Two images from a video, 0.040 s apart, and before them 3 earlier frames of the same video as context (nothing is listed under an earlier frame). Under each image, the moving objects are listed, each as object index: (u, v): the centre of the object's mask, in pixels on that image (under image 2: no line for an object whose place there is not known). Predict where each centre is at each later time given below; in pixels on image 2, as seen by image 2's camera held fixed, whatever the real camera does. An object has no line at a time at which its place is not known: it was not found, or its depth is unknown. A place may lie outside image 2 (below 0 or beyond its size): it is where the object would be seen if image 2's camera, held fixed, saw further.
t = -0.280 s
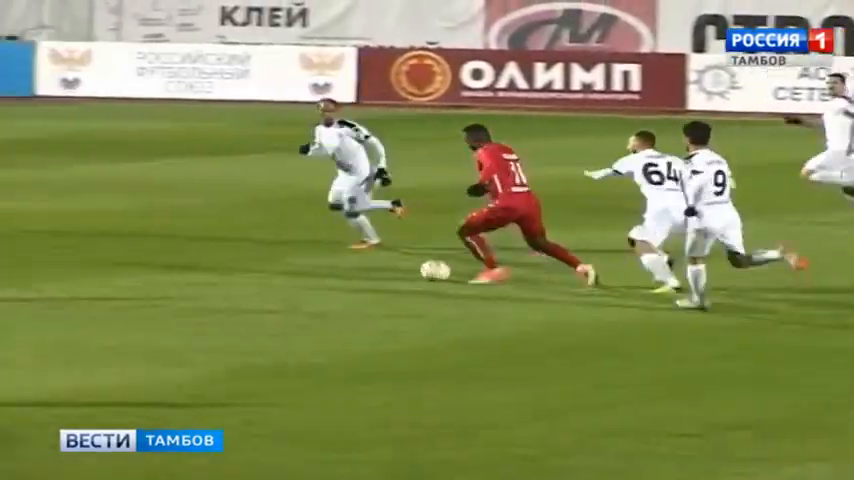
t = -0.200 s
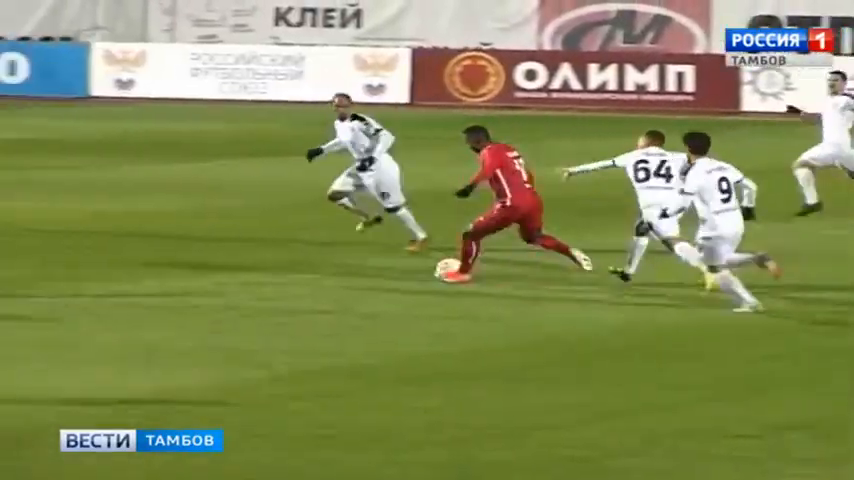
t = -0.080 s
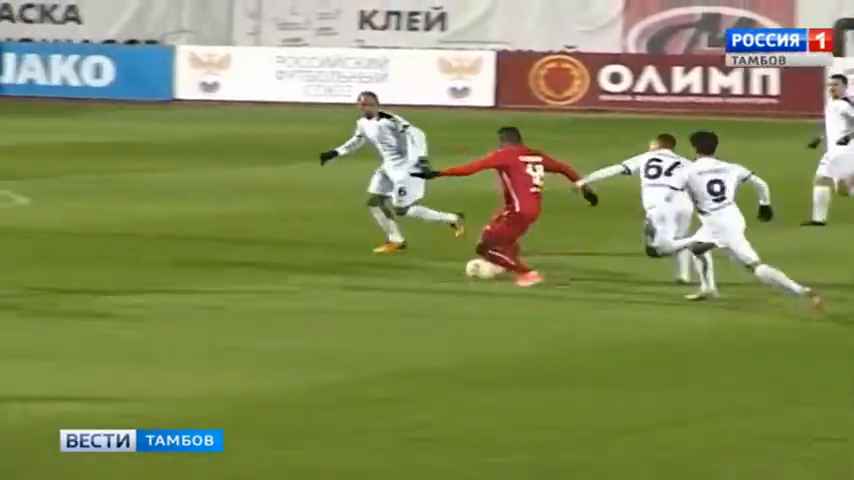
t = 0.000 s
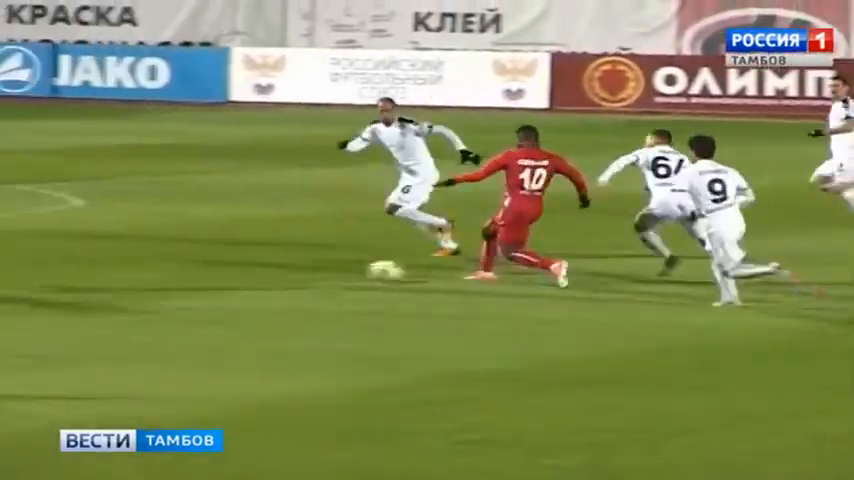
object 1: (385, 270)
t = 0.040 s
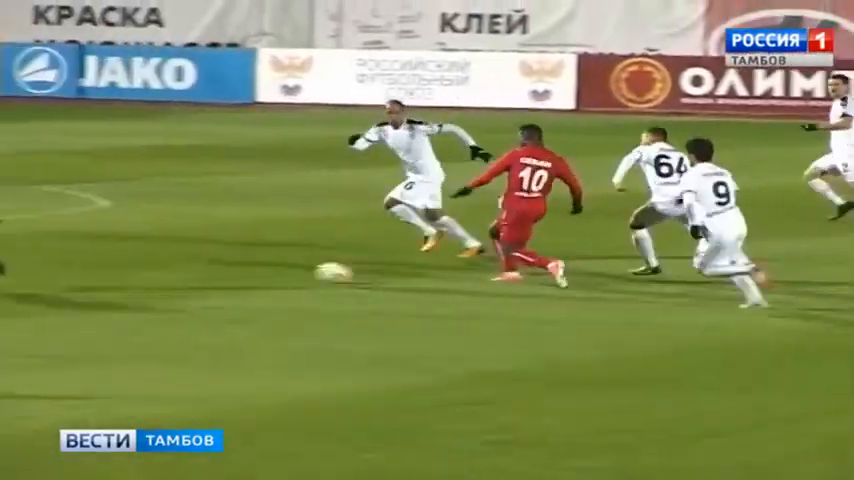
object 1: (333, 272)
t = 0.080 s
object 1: (254, 272)
